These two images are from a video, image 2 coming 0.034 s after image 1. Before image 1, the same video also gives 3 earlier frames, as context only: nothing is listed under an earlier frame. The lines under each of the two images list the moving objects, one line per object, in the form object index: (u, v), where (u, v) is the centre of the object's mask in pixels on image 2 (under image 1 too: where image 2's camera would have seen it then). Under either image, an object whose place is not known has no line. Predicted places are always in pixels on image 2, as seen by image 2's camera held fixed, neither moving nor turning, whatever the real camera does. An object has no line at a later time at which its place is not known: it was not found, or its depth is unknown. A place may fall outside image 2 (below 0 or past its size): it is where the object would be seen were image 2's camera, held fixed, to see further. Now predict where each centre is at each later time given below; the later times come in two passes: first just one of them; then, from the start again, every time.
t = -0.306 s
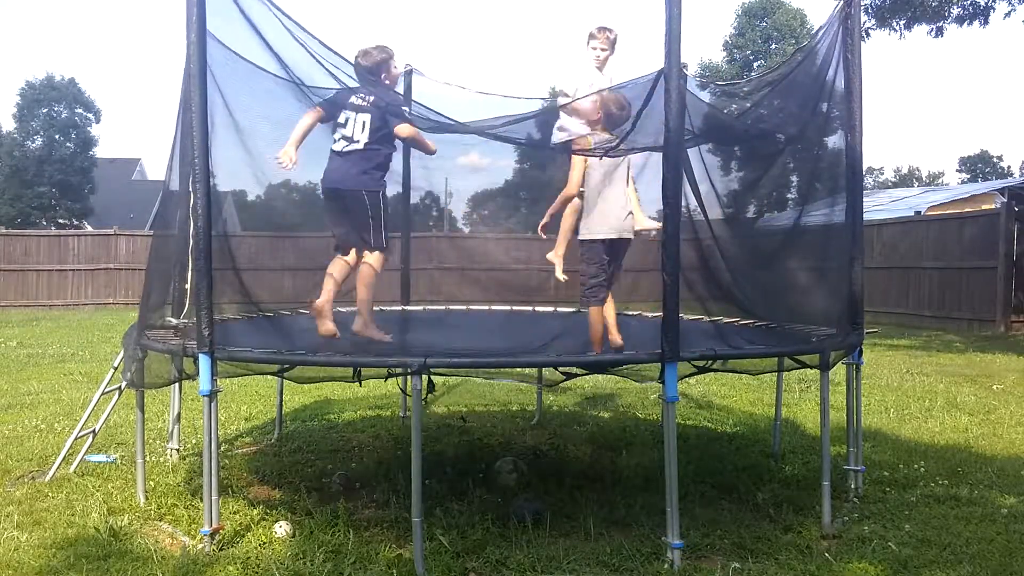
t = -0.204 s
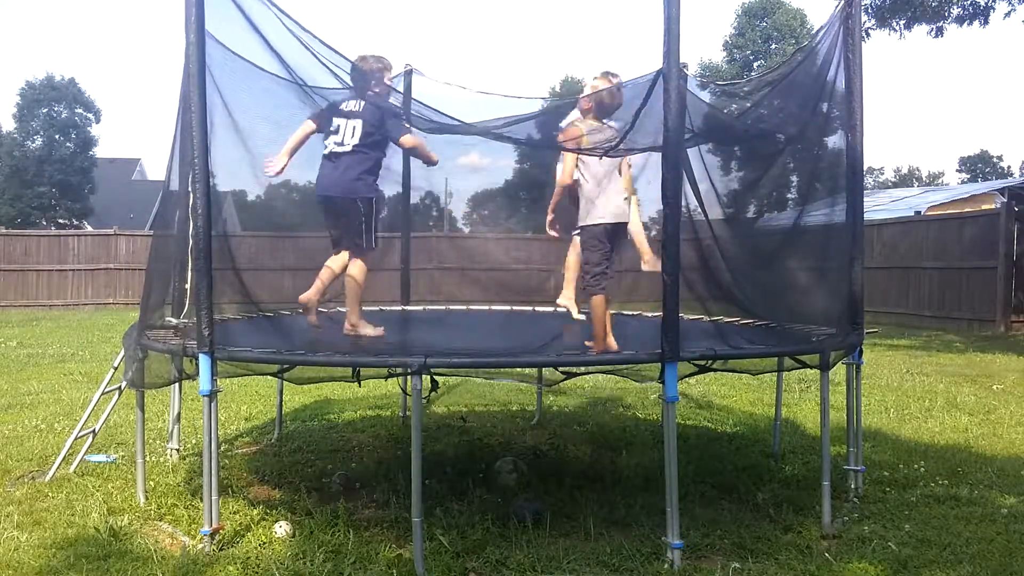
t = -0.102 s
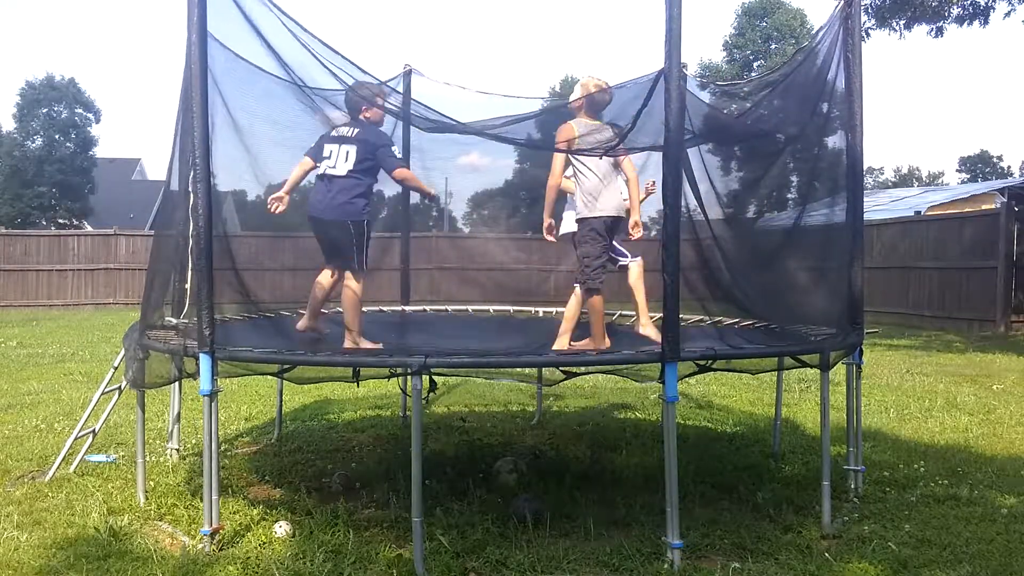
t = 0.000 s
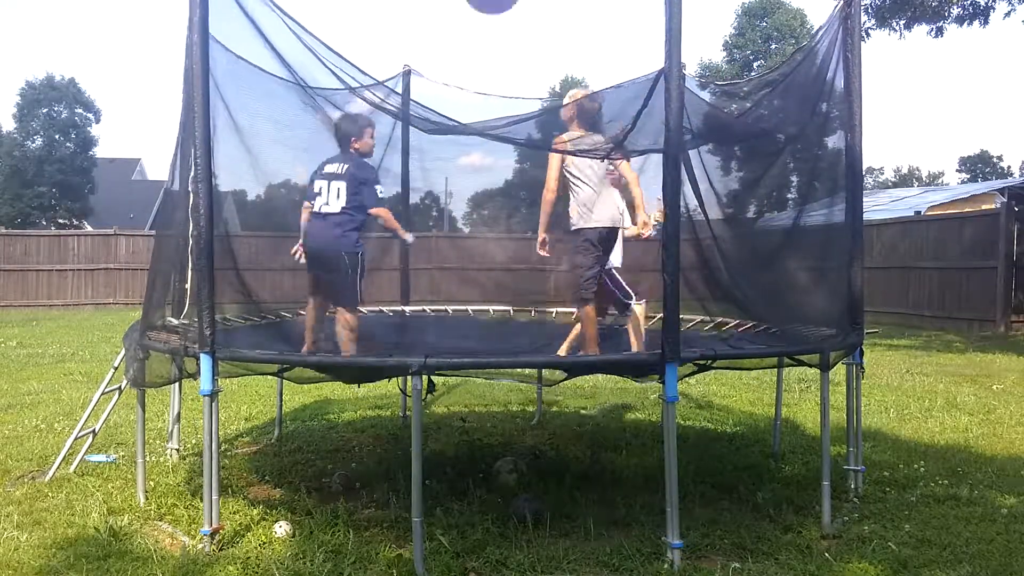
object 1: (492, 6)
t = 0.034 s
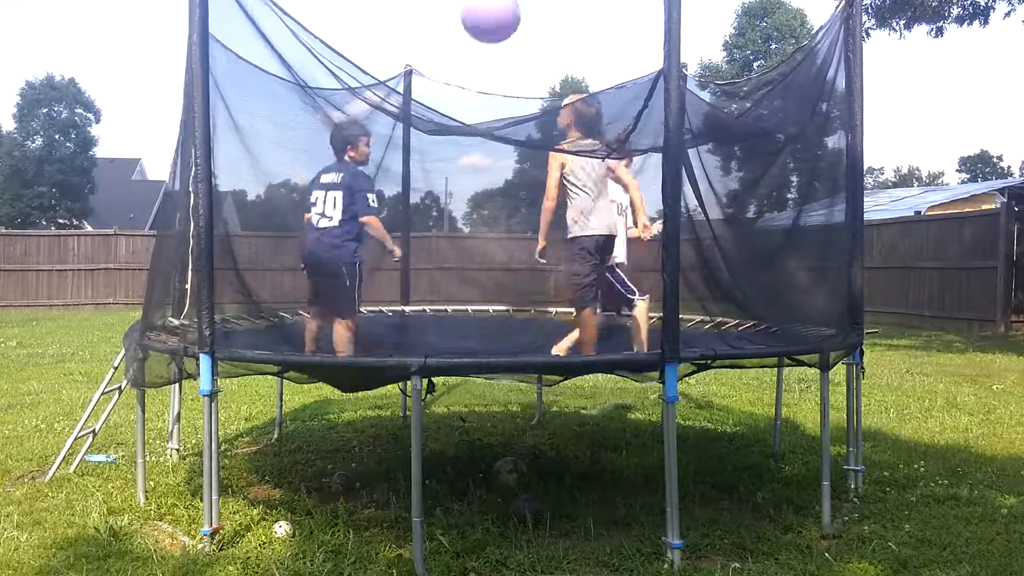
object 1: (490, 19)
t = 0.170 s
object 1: (485, 153)
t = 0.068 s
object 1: (490, 48)
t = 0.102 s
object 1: (489, 79)
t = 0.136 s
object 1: (489, 110)
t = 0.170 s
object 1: (485, 153)
